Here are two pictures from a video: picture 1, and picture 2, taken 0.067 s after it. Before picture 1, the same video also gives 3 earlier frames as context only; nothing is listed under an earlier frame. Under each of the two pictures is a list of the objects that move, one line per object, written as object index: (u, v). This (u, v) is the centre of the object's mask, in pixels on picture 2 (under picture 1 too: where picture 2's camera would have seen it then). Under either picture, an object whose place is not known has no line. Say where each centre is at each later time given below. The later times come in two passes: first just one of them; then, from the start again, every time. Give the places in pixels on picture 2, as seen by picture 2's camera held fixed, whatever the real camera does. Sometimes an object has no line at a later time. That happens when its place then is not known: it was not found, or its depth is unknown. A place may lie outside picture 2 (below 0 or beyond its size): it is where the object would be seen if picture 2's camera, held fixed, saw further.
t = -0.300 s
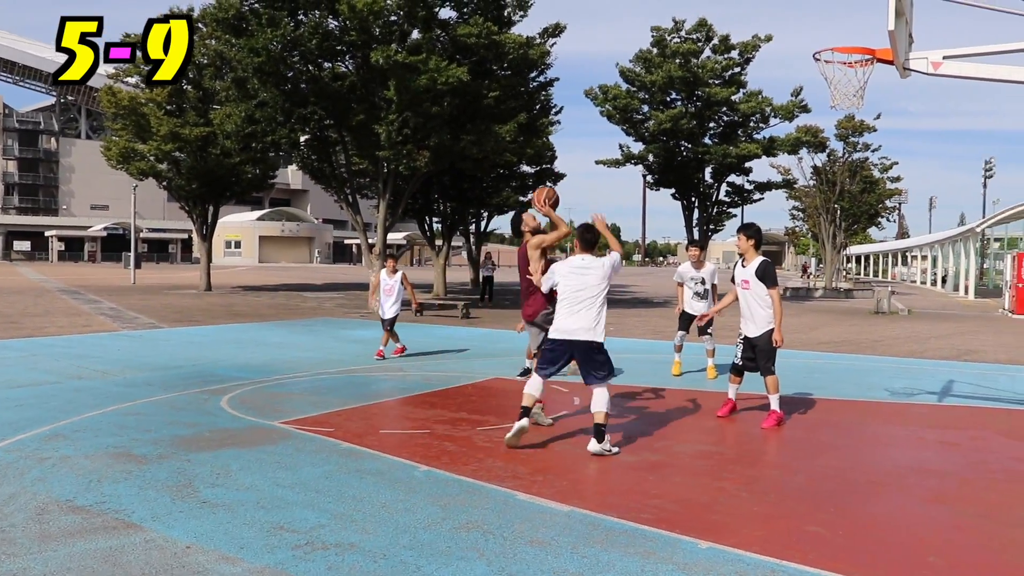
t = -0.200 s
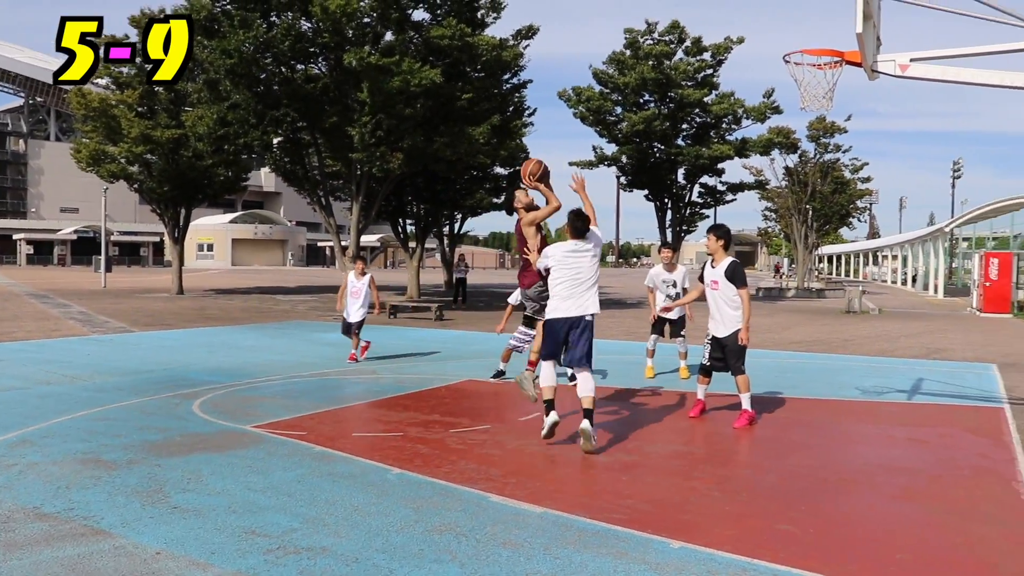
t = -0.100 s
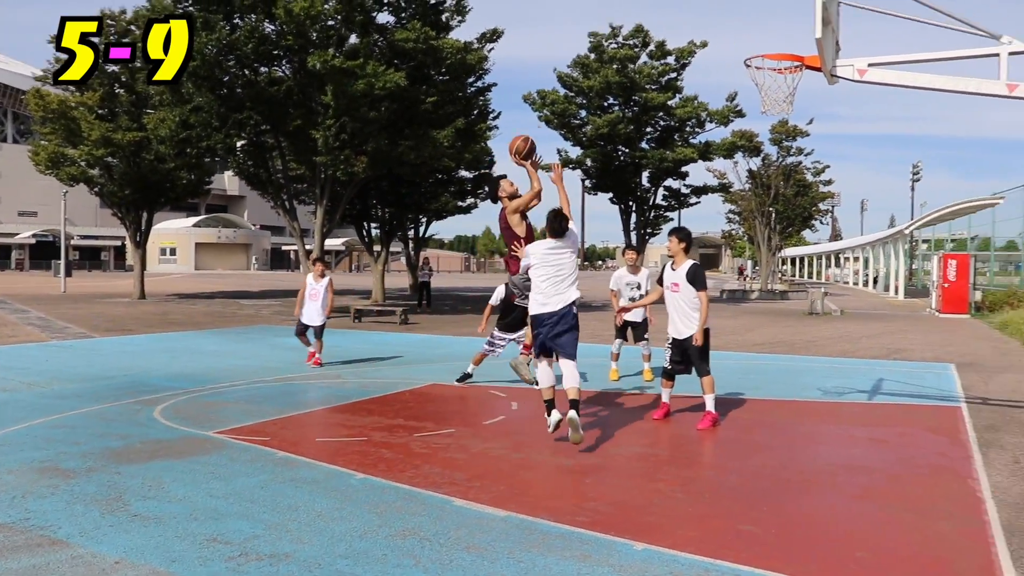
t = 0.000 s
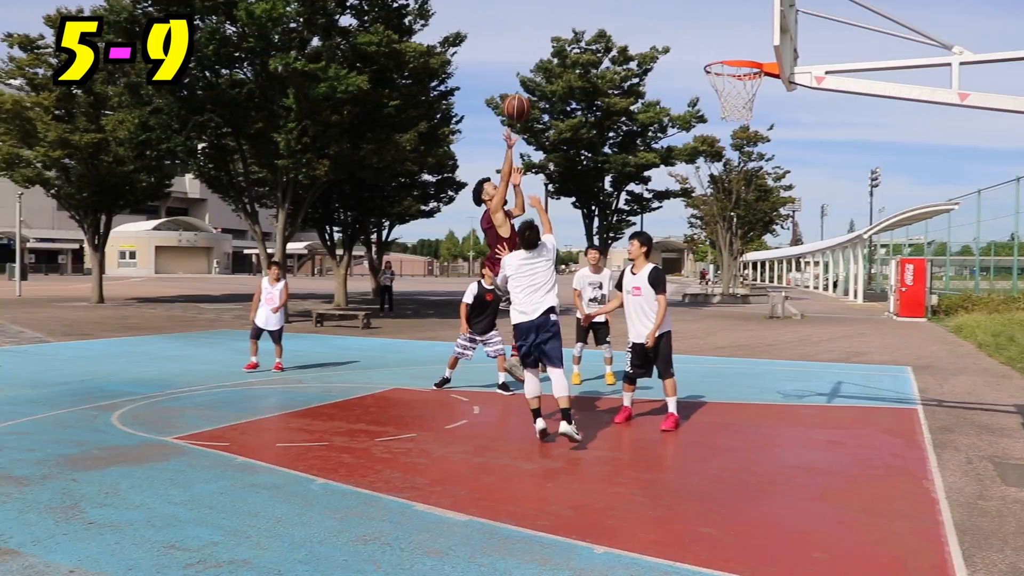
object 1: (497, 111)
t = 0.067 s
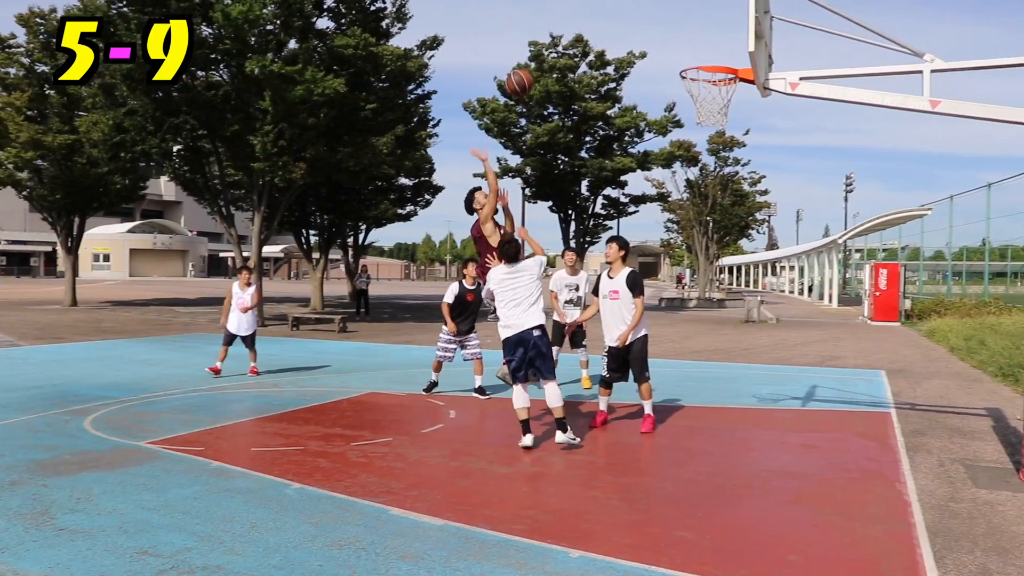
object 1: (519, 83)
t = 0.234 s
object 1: (577, 35)
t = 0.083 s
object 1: (524, 76)
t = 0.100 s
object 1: (529, 72)
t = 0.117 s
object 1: (535, 65)
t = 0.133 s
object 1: (540, 60)
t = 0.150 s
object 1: (546, 56)
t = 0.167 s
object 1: (552, 50)
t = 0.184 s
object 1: (558, 46)
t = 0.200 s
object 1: (564, 42)
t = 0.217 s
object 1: (571, 38)
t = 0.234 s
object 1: (577, 35)
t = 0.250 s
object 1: (582, 32)
